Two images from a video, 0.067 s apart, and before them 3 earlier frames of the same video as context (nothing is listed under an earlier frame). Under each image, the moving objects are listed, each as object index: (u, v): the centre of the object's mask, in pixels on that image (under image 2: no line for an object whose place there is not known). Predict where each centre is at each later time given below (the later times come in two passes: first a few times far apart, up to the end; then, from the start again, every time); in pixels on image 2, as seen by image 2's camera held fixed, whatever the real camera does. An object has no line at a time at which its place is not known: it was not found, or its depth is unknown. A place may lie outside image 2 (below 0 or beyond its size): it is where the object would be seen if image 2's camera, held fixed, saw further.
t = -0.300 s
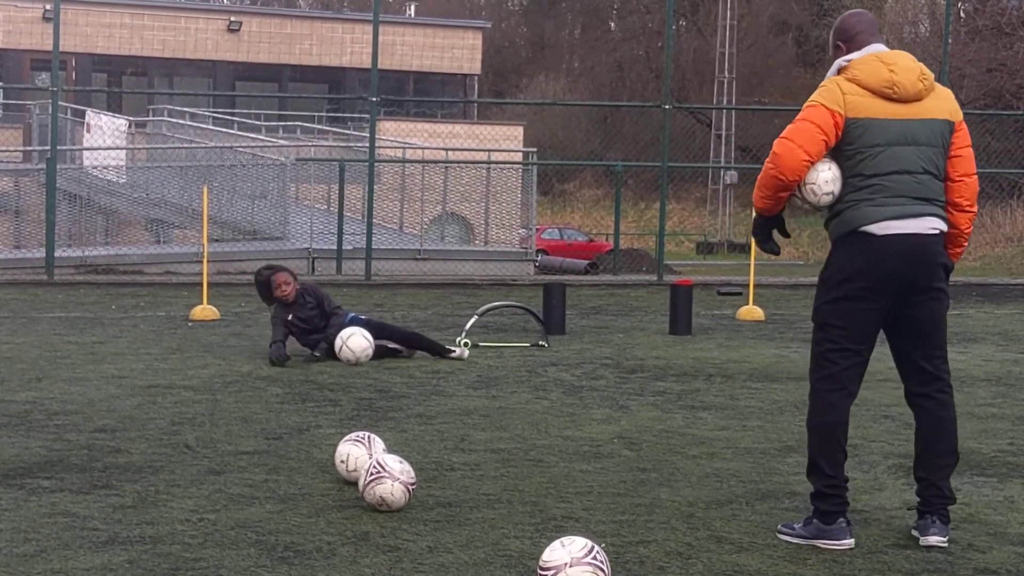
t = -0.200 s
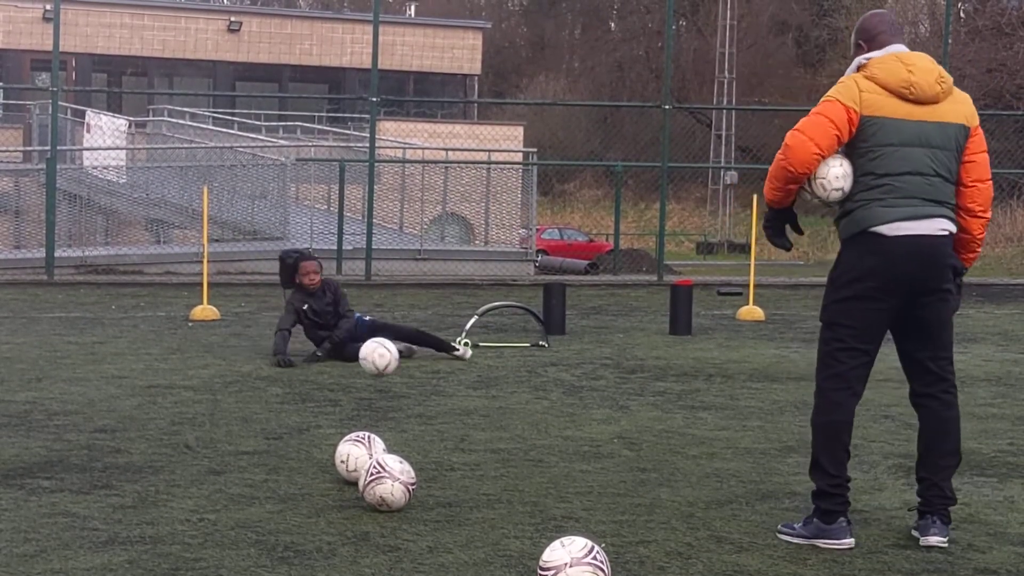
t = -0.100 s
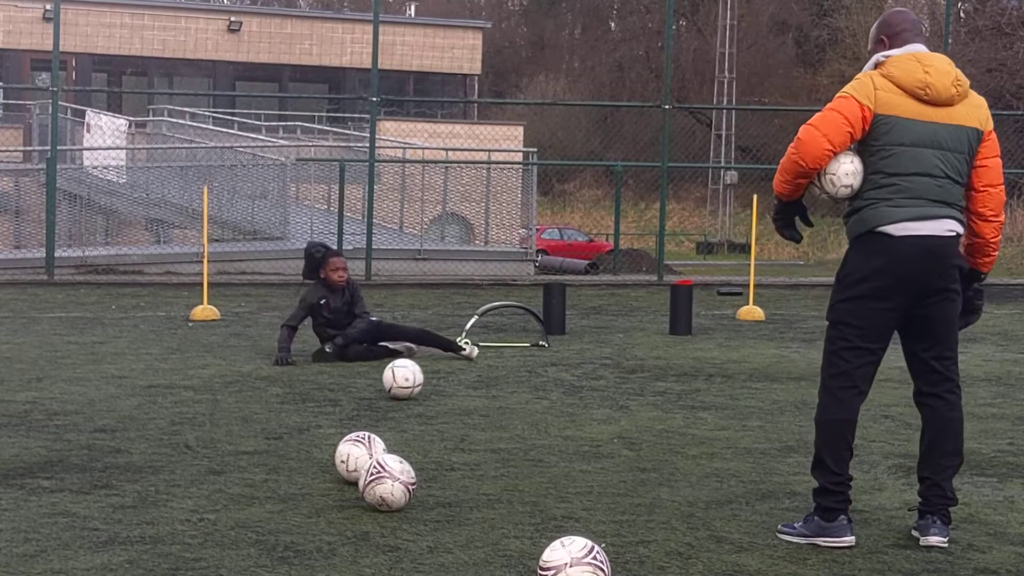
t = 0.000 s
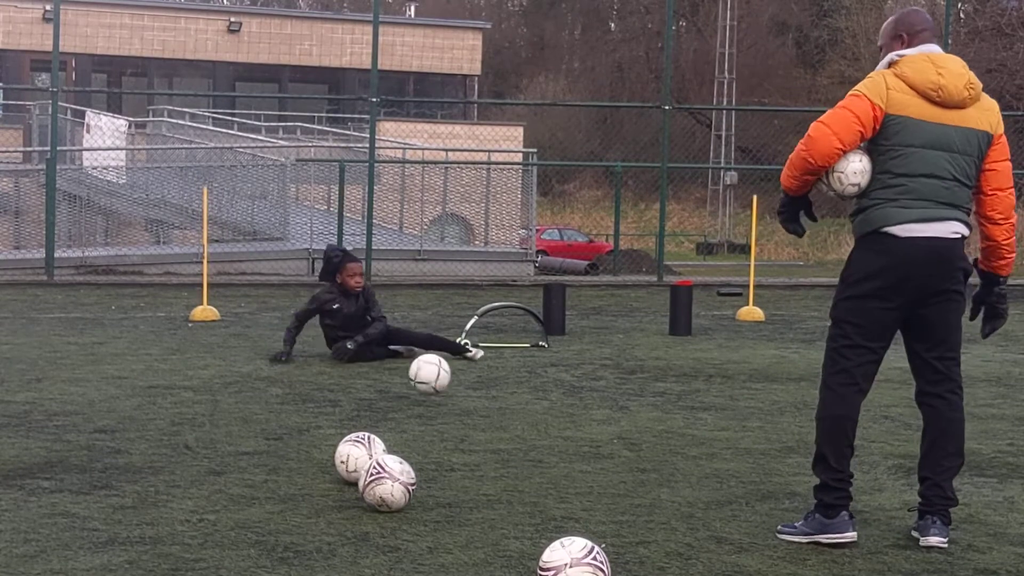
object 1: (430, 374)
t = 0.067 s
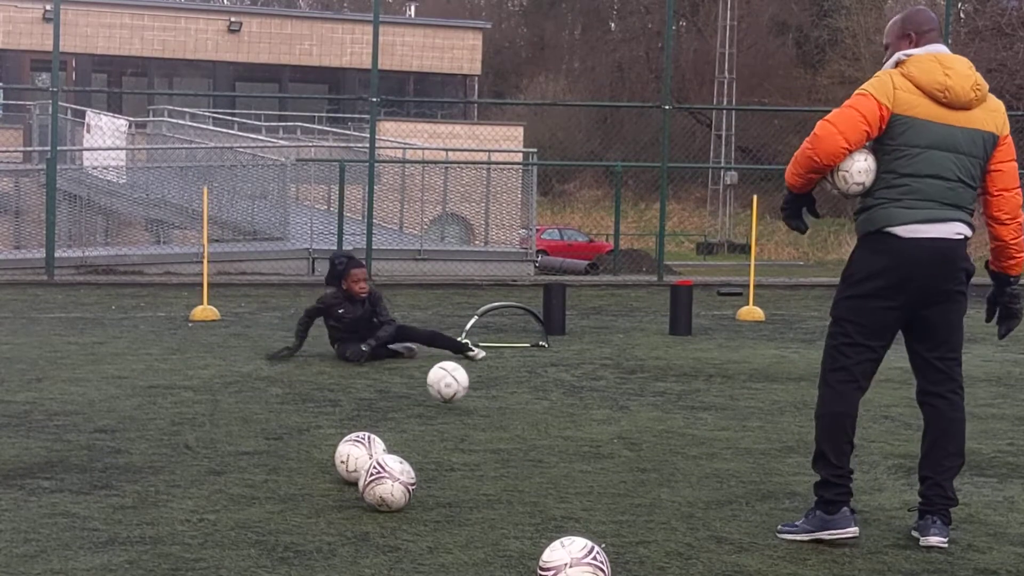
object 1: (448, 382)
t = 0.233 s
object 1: (495, 392)
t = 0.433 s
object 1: (554, 406)
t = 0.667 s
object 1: (627, 421)
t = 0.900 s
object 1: (704, 434)
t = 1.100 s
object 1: (772, 447)
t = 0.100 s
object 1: (457, 389)
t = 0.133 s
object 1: (466, 391)
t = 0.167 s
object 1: (475, 390)
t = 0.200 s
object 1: (485, 389)
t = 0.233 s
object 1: (495, 392)
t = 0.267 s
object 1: (505, 398)
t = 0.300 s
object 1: (514, 400)
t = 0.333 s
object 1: (524, 401)
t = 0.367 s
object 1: (534, 403)
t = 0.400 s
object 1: (544, 406)
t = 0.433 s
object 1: (554, 406)
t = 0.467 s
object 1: (564, 409)
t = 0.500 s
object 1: (574, 412)
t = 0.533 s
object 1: (585, 414)
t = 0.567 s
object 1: (596, 416)
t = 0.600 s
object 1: (606, 417)
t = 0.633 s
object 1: (616, 420)
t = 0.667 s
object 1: (627, 421)
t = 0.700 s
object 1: (637, 422)
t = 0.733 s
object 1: (648, 426)
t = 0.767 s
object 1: (660, 426)
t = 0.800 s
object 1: (671, 429)
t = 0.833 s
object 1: (682, 431)
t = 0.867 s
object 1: (694, 433)
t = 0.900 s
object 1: (704, 434)
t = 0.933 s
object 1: (715, 437)
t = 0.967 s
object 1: (726, 440)
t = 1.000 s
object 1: (737, 442)
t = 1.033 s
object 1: (749, 444)
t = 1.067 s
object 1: (761, 446)
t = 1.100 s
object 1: (772, 447)
